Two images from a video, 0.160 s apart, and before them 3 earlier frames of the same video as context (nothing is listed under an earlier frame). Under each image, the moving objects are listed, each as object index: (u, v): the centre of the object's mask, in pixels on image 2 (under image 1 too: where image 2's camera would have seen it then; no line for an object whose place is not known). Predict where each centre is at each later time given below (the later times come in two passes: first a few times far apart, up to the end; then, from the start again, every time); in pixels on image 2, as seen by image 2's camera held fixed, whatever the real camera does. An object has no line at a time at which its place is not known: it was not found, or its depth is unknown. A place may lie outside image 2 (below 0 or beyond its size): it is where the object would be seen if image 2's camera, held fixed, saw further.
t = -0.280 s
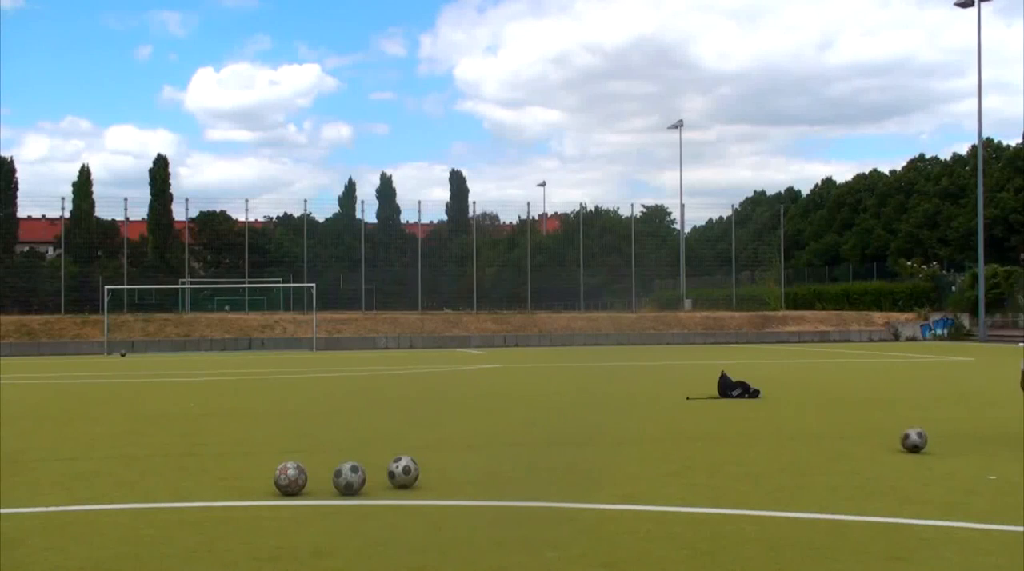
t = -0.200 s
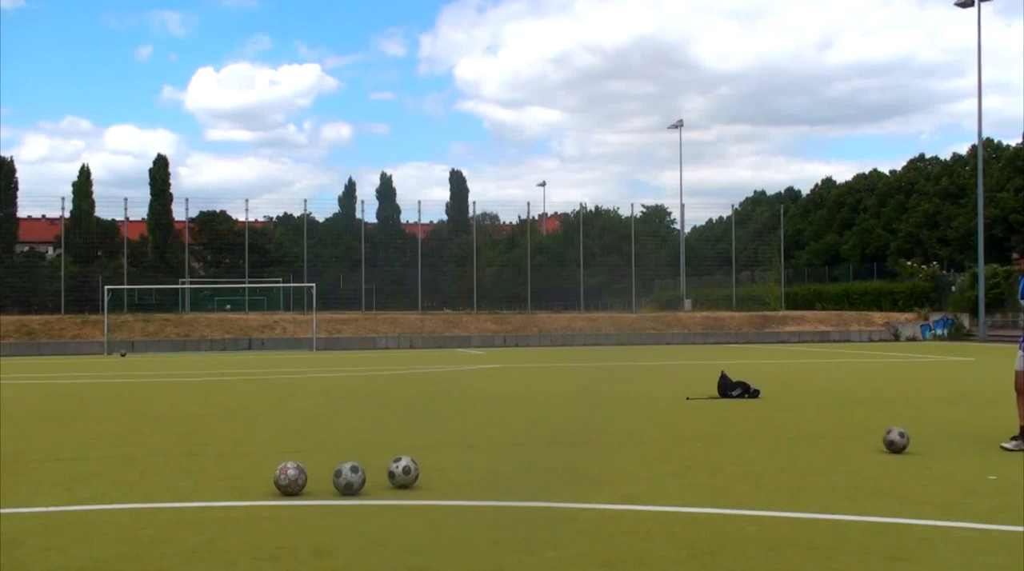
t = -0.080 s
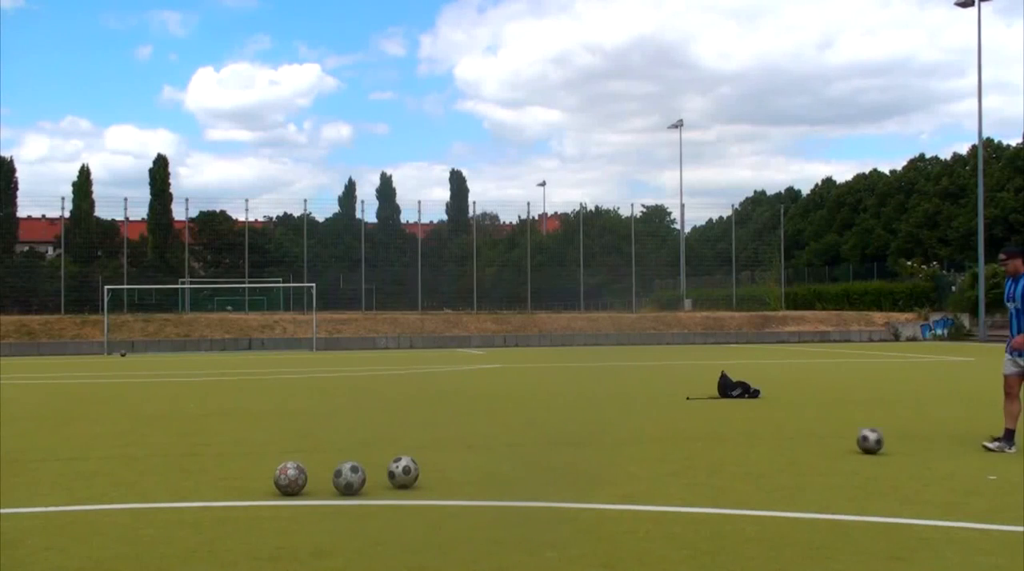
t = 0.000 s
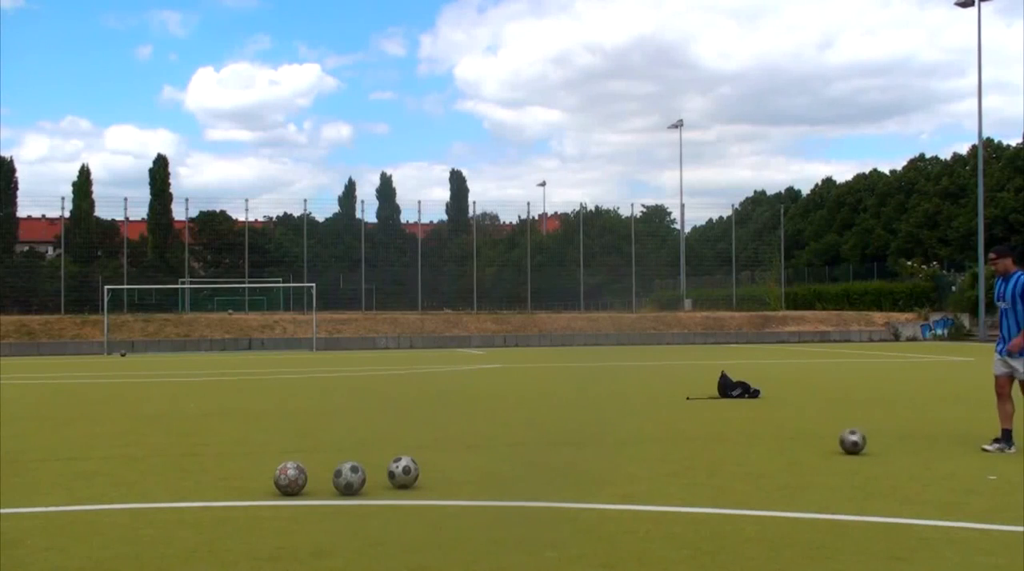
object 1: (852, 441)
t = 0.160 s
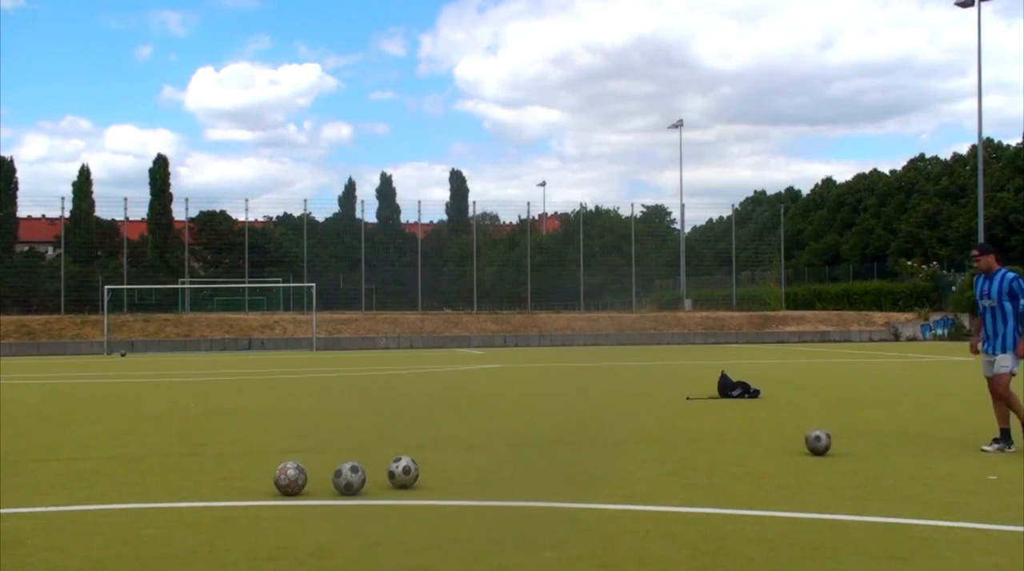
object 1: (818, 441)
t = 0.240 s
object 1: (802, 442)
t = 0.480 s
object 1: (752, 444)
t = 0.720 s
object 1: (704, 446)
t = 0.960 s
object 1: (658, 447)
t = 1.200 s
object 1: (612, 450)
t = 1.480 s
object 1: (561, 453)
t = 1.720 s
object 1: (518, 455)
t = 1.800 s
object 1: (504, 455)
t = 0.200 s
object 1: (810, 442)
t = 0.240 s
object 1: (802, 442)
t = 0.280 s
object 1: (793, 442)
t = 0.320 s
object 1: (785, 443)
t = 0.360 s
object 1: (777, 443)
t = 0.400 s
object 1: (768, 444)
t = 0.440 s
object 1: (760, 443)
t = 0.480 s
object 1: (752, 444)
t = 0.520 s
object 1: (744, 445)
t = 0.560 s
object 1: (736, 445)
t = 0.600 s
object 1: (728, 445)
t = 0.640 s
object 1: (720, 445)
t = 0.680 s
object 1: (712, 445)
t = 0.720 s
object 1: (704, 446)
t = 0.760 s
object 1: (696, 446)
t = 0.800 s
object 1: (688, 447)
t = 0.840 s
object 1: (681, 447)
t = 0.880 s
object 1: (673, 447)
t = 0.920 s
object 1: (666, 448)
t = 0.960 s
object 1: (658, 447)
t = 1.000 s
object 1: (650, 448)
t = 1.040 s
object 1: (642, 449)
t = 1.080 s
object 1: (635, 449)
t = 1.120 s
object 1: (627, 449)
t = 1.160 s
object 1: (620, 450)
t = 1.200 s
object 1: (612, 450)
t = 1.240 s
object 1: (605, 451)
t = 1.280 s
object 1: (598, 451)
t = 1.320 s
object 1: (591, 451)
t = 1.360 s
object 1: (583, 451)
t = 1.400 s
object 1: (576, 452)
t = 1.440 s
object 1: (568, 453)
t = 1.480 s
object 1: (561, 453)
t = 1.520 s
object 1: (554, 453)
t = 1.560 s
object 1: (547, 453)
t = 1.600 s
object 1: (539, 454)
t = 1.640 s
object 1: (532, 455)
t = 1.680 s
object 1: (525, 455)
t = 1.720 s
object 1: (518, 455)
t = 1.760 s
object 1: (511, 456)
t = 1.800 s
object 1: (504, 455)
